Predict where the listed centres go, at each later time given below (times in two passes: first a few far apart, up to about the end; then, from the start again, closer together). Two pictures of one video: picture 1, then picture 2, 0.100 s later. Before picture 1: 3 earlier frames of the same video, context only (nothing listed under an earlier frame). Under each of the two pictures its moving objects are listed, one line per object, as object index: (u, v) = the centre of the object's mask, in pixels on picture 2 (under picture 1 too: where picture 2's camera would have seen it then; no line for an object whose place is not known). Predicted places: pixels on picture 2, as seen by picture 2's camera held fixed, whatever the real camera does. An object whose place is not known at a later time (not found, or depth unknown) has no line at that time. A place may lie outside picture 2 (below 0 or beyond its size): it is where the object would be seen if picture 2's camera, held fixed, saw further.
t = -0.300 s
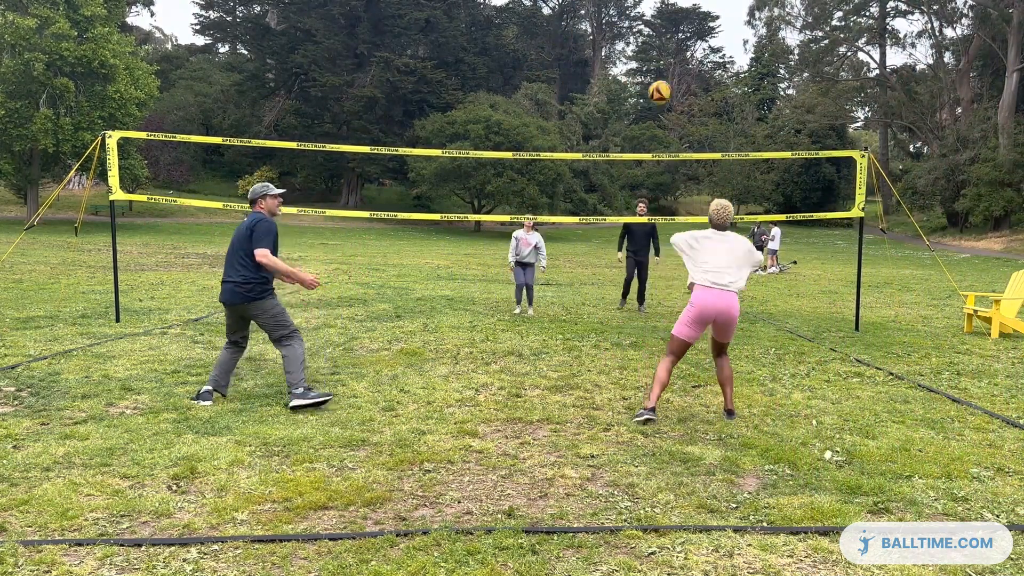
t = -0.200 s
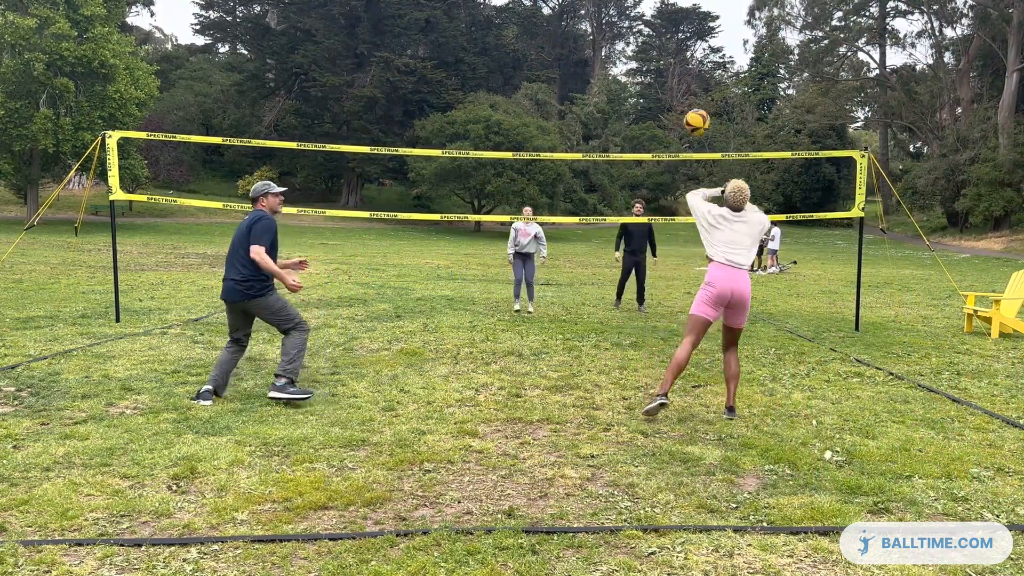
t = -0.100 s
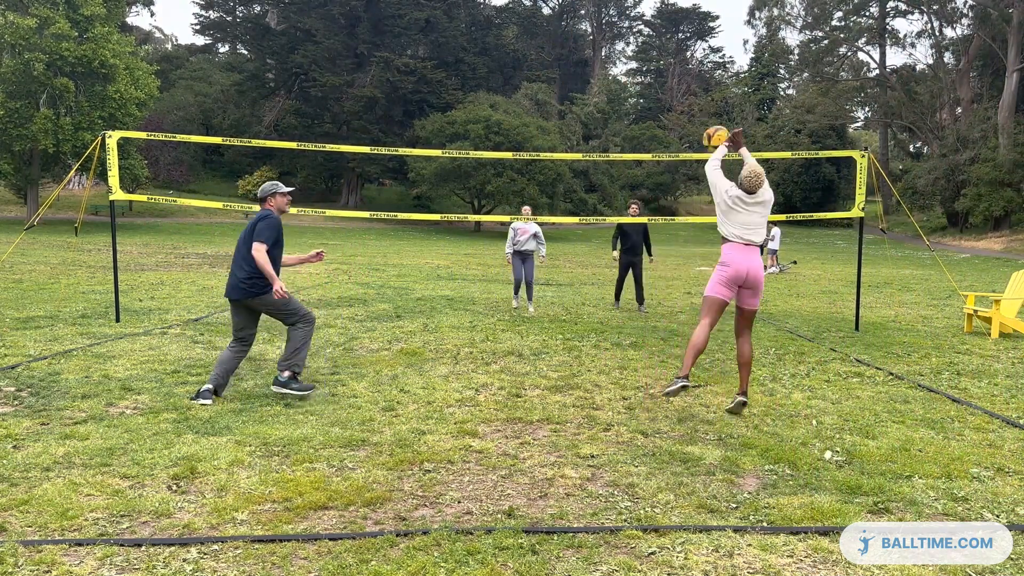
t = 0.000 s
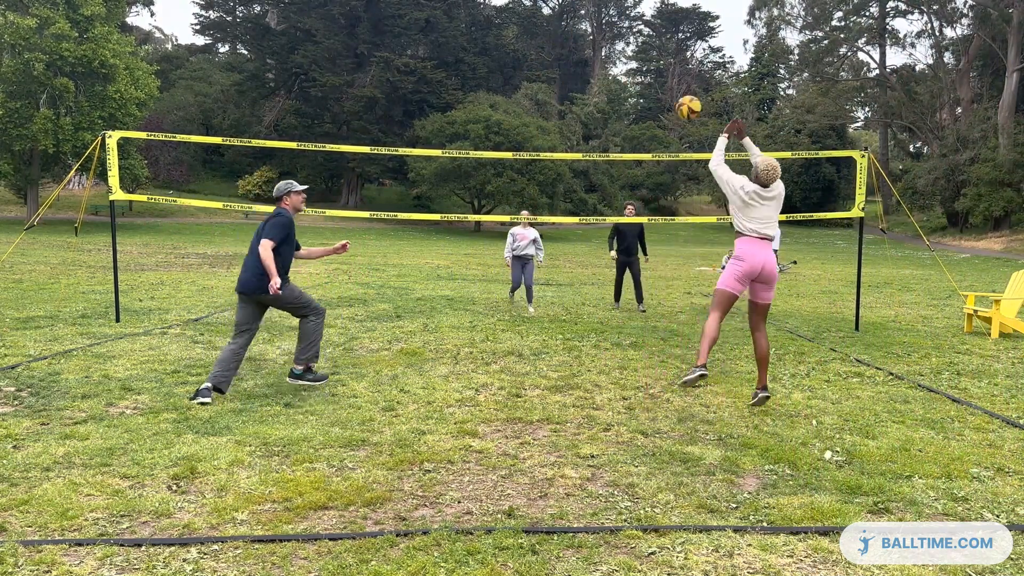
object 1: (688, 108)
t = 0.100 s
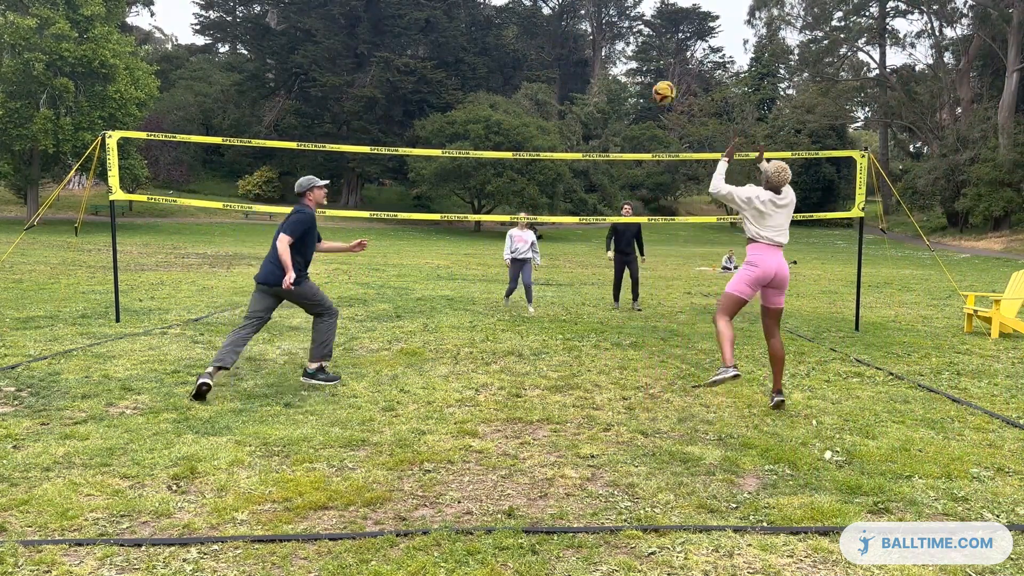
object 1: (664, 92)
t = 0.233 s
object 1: (636, 90)
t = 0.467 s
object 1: (597, 124)
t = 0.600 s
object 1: (579, 157)
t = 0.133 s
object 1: (656, 91)
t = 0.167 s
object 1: (649, 89)
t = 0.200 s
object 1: (642, 89)
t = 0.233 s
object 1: (636, 90)
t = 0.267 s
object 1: (630, 92)
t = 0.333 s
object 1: (618, 99)
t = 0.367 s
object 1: (612, 103)
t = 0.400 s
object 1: (606, 110)
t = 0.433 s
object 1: (601, 117)
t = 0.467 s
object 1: (597, 124)
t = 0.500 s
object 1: (592, 131)
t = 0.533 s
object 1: (587, 139)
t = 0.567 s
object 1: (583, 148)
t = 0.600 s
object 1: (579, 157)
